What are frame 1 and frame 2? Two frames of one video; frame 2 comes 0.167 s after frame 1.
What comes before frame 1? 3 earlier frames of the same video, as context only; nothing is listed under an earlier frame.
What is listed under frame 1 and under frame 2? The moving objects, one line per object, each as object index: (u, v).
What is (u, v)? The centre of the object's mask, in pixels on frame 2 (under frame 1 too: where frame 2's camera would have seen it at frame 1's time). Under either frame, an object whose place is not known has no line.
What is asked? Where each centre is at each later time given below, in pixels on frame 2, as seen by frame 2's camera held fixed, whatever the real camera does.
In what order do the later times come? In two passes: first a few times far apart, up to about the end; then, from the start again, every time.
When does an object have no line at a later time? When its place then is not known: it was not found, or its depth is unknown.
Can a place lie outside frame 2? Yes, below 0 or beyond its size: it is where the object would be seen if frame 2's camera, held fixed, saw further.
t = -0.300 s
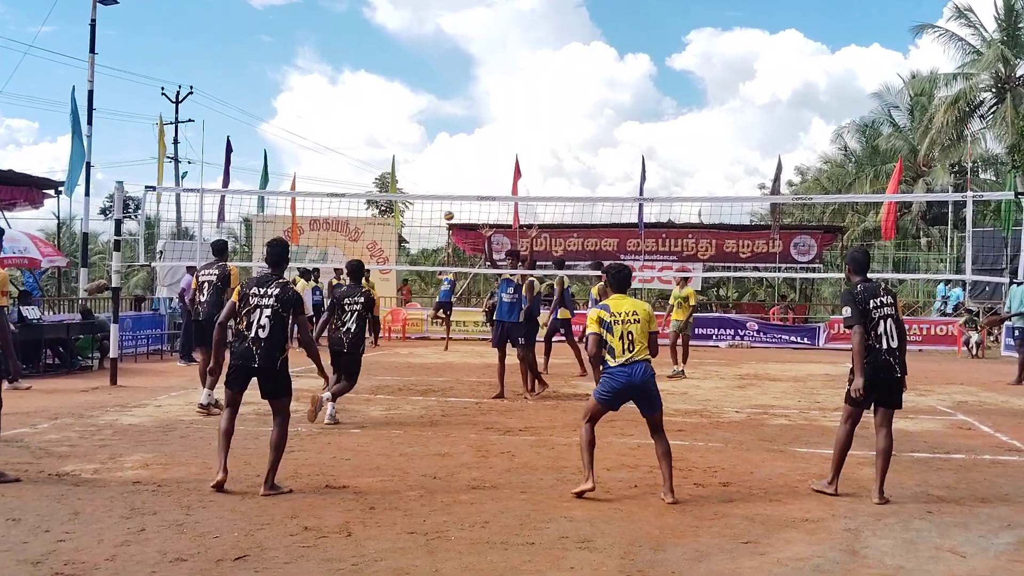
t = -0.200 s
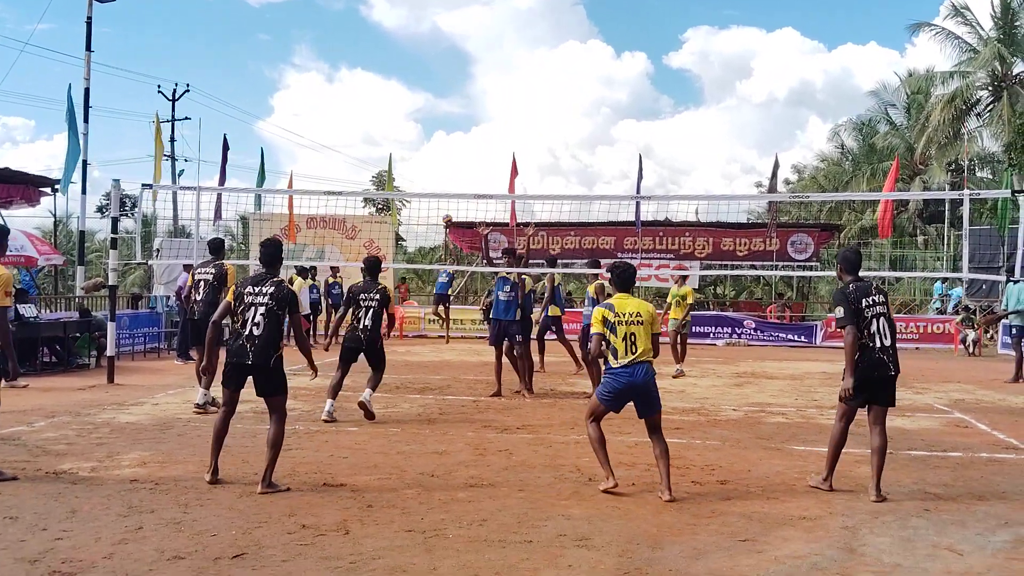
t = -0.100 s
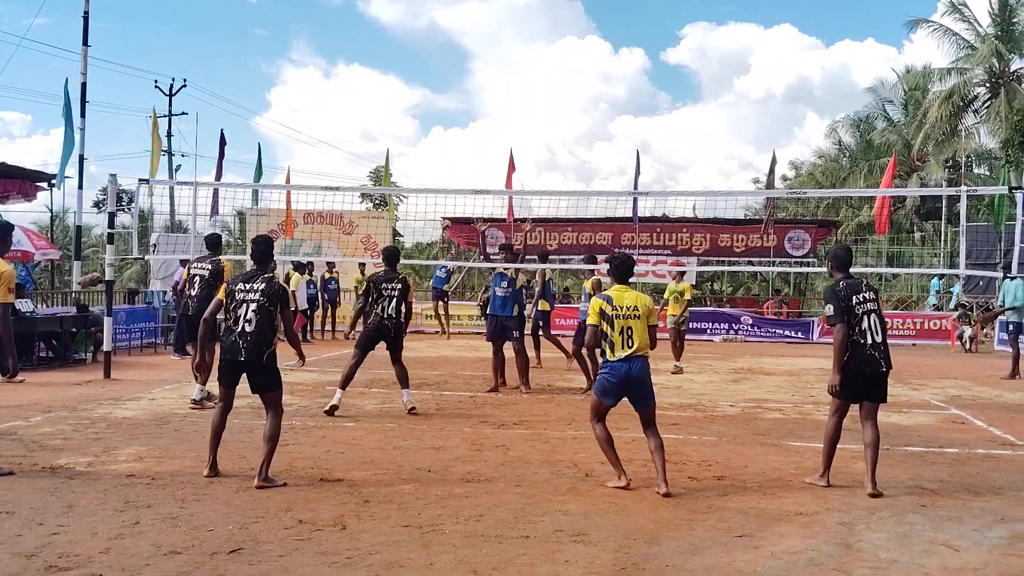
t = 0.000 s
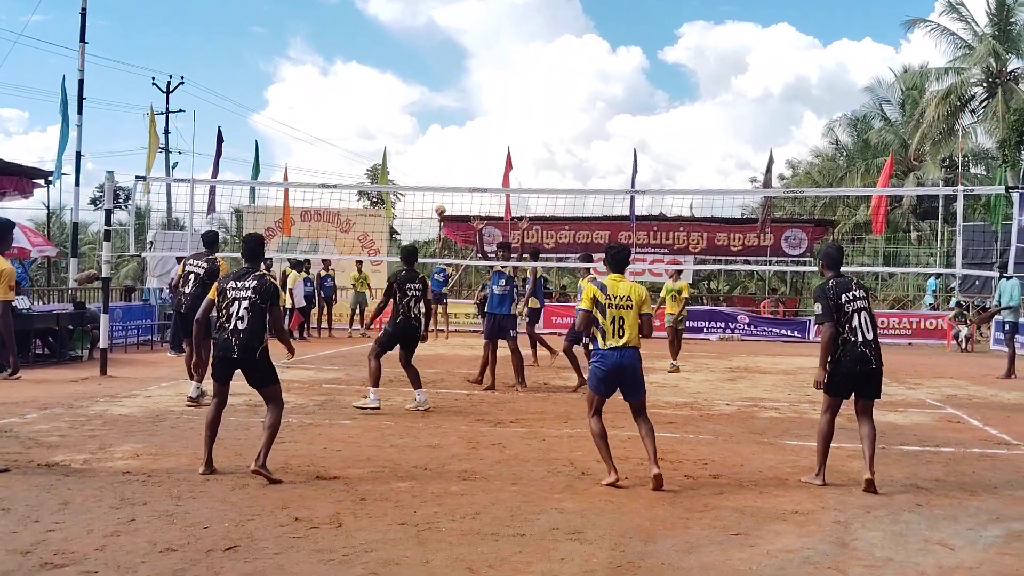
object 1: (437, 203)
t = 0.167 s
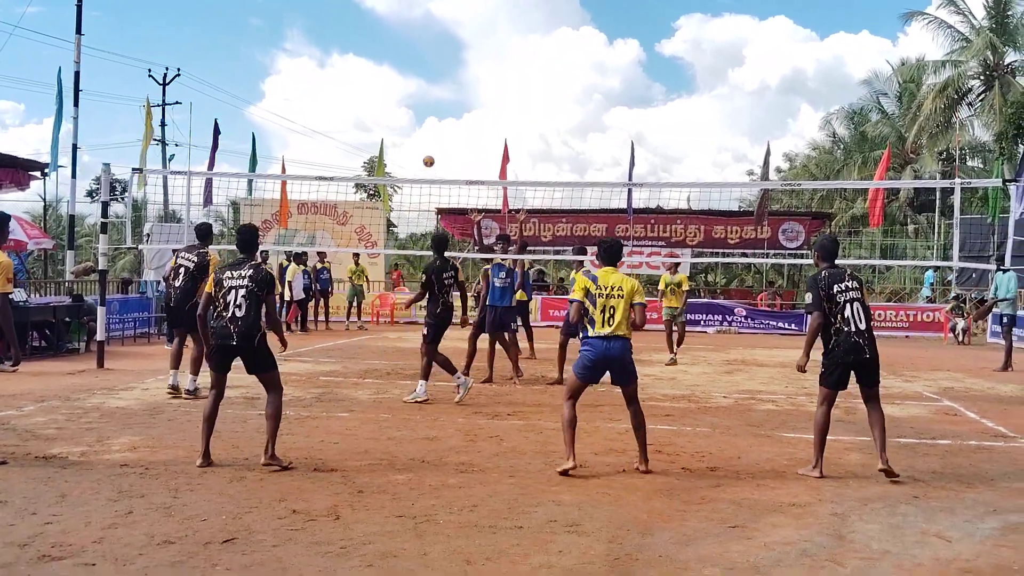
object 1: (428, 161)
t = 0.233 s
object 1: (424, 149)
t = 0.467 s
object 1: (408, 123)
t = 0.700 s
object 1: (393, 125)
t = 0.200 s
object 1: (426, 155)
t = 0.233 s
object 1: (424, 149)
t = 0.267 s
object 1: (422, 143)
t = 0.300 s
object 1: (420, 138)
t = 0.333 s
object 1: (418, 134)
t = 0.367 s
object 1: (415, 131)
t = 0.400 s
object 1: (413, 127)
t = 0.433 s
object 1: (410, 125)
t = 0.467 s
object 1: (408, 123)
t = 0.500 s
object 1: (405, 121)
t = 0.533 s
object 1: (403, 120)
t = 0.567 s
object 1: (401, 120)
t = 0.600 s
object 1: (398, 120)
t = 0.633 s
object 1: (396, 121)
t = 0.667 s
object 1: (395, 123)
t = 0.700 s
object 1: (393, 125)
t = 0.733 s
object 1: (391, 129)
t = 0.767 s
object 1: (389, 133)
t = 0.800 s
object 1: (387, 138)
